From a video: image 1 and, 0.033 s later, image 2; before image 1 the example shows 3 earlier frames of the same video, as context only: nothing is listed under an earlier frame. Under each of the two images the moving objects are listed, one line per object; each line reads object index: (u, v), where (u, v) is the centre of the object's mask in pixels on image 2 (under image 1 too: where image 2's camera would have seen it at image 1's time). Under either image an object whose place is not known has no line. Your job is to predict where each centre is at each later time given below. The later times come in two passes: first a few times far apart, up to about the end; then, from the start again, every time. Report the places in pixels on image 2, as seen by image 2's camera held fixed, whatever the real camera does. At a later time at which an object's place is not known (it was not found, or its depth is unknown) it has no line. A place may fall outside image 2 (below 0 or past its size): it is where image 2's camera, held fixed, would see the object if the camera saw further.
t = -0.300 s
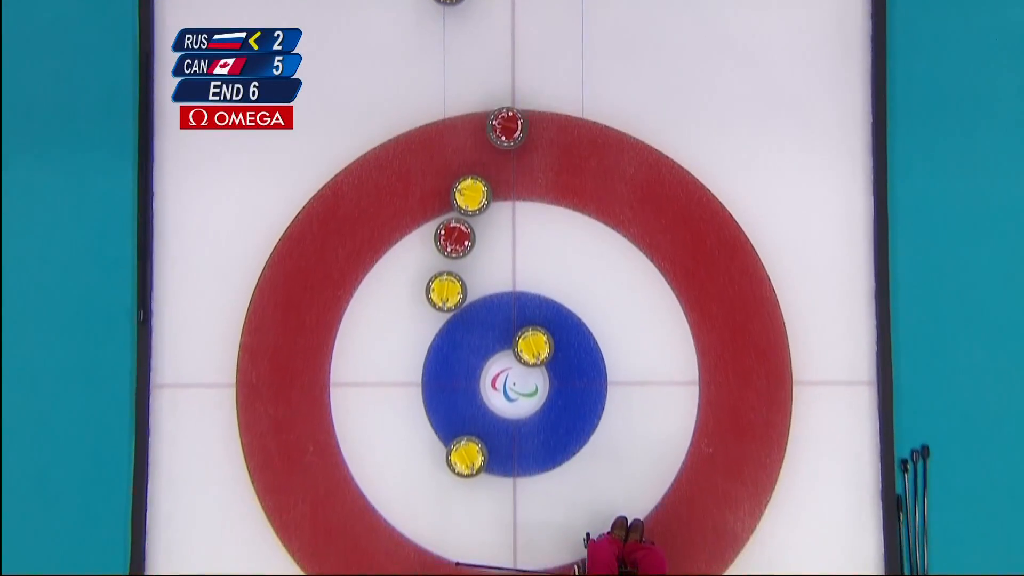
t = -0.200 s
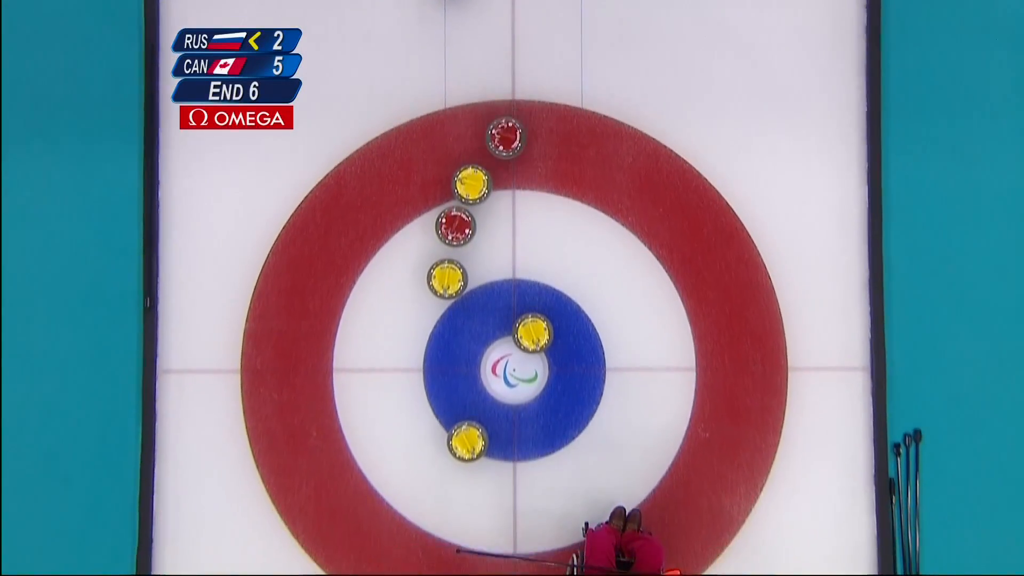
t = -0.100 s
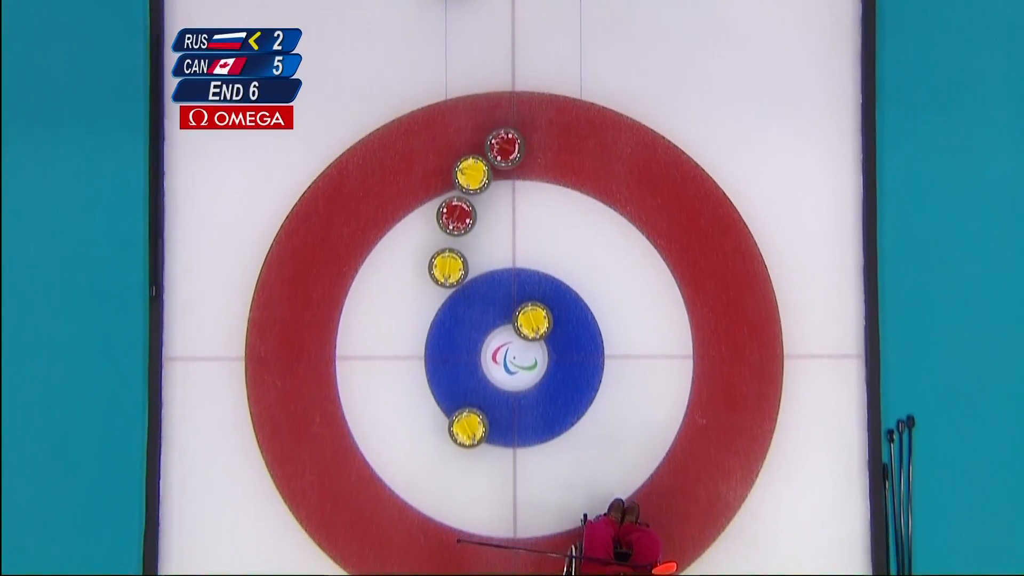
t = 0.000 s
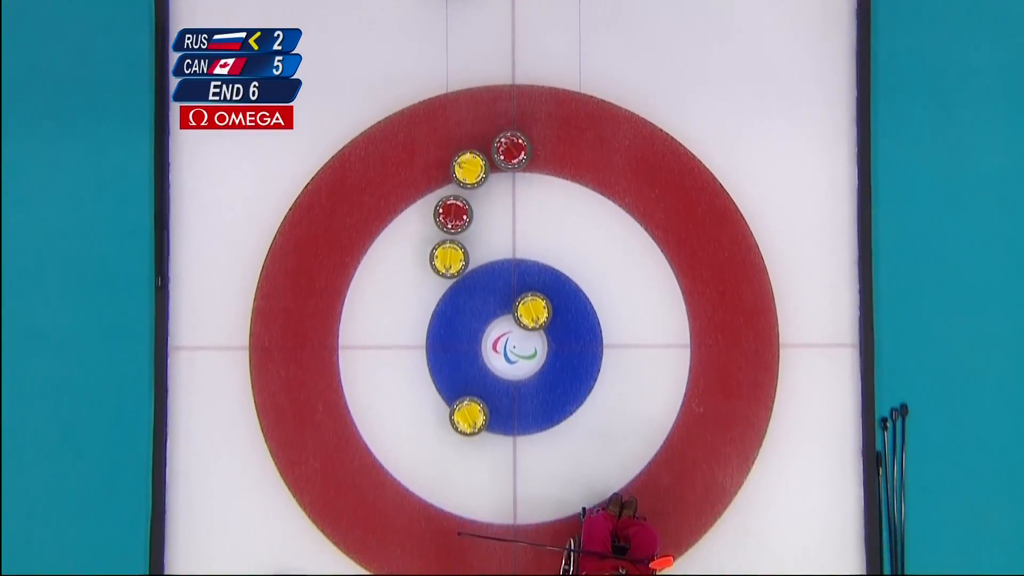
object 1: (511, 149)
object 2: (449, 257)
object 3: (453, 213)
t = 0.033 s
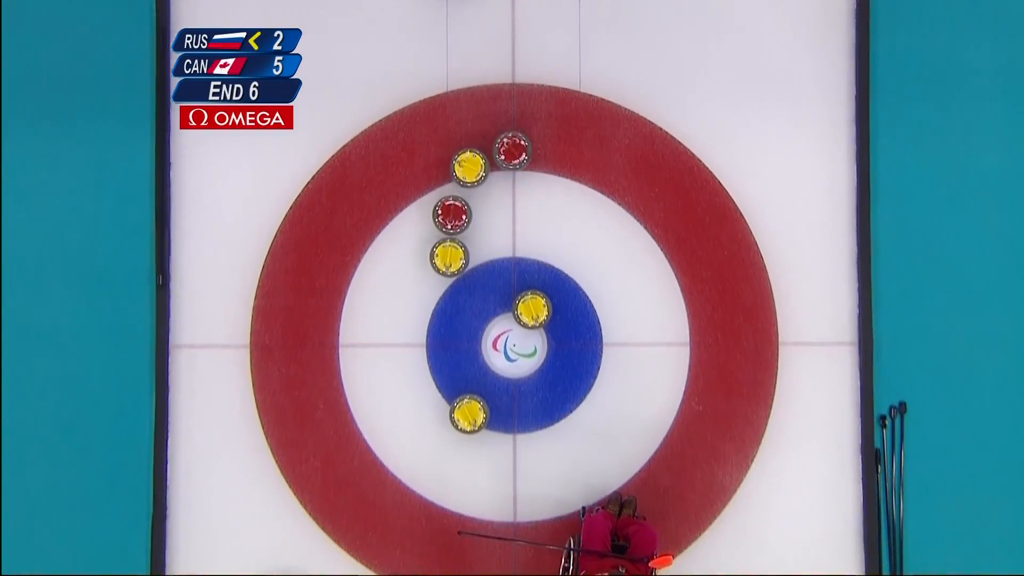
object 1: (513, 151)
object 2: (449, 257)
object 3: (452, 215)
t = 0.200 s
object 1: (525, 167)
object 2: (448, 271)
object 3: (443, 217)
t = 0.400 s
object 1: (538, 185)
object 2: (448, 286)
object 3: (435, 216)
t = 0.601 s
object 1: (551, 203)
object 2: (447, 300)
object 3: (430, 216)
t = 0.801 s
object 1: (563, 220)
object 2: (447, 312)
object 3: (426, 216)
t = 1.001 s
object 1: (575, 237)
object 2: (447, 322)
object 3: (423, 217)
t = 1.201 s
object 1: (587, 253)
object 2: (446, 331)
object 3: (421, 217)
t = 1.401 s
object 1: (598, 268)
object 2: (446, 339)
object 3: (421, 217)
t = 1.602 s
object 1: (609, 283)
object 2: (446, 345)
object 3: (421, 217)
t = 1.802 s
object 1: (619, 298)
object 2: (446, 350)
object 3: (421, 218)
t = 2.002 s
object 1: (629, 313)
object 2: (445, 353)
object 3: (421, 218)
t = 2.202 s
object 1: (639, 327)
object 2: (445, 354)
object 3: (421, 218)
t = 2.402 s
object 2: (445, 354)
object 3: (421, 217)
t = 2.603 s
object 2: (445, 354)
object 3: (421, 217)
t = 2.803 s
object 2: (445, 354)
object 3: (421, 218)
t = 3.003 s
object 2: (445, 353)
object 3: (421, 218)
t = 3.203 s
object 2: (445, 354)
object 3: (421, 218)
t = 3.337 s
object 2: (445, 353)
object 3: (421, 218)
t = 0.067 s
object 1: (516, 154)
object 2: (449, 259)
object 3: (450, 217)
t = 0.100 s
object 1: (518, 158)
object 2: (449, 263)
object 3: (447, 217)
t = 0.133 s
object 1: (520, 160)
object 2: (449, 265)
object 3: (447, 217)
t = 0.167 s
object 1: (522, 164)
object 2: (449, 268)
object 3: (445, 217)
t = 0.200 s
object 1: (525, 167)
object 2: (448, 271)
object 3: (443, 217)
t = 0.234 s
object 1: (526, 169)
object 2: (448, 273)
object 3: (442, 217)
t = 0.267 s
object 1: (528, 173)
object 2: (448, 276)
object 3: (440, 216)
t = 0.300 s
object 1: (531, 176)
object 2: (448, 279)
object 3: (439, 216)
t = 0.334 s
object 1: (533, 179)
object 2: (448, 281)
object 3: (438, 216)
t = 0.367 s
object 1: (535, 182)
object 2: (448, 284)
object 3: (437, 216)
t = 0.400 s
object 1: (538, 185)
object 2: (448, 286)
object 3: (435, 216)
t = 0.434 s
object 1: (539, 187)
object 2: (448, 288)
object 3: (435, 216)
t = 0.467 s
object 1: (542, 191)
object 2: (448, 291)
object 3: (434, 216)
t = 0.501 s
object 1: (544, 194)
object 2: (448, 293)
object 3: (432, 216)
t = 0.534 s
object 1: (546, 196)
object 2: (448, 295)
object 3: (432, 216)
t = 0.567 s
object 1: (548, 200)
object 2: (448, 297)
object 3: (431, 216)
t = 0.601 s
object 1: (551, 203)
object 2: (447, 300)
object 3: (430, 216)
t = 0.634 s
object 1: (552, 205)
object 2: (447, 301)
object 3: (429, 216)
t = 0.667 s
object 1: (554, 208)
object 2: (447, 303)
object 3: (429, 216)
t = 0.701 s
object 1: (557, 212)
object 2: (447, 306)
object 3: (428, 216)
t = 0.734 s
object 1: (558, 213)
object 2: (447, 307)
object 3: (427, 216)
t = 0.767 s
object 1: (560, 217)
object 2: (447, 309)
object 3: (427, 216)
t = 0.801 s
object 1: (563, 220)
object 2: (447, 312)
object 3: (426, 216)
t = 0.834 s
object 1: (564, 222)
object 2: (447, 312)
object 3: (426, 216)
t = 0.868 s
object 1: (566, 225)
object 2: (447, 315)
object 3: (425, 216)
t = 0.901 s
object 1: (569, 229)
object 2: (447, 317)
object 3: (425, 216)
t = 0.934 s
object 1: (570, 230)
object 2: (447, 318)
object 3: (424, 217)
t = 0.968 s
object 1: (572, 233)
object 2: (447, 320)
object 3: (424, 217)
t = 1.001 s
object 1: (575, 237)
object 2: (447, 322)
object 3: (423, 217)
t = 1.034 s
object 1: (576, 238)
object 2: (447, 323)
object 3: (423, 217)
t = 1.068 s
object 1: (578, 241)
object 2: (447, 325)
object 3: (423, 217)
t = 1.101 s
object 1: (581, 245)
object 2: (446, 326)
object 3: (422, 217)
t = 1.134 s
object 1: (582, 246)
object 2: (446, 328)
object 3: (422, 217)
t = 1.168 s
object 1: (584, 249)
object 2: (446, 329)
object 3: (422, 217)
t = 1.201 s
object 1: (587, 253)
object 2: (446, 331)
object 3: (421, 217)
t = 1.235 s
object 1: (588, 254)
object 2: (446, 332)
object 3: (421, 217)
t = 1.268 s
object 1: (590, 257)
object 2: (446, 333)
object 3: (421, 217)
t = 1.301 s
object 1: (592, 260)
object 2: (446, 335)
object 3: (421, 217)
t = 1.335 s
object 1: (593, 262)
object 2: (446, 336)
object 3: (421, 217)
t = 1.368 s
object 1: (596, 265)
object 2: (446, 337)
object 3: (421, 217)
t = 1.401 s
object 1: (598, 268)
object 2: (446, 339)
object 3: (421, 217)
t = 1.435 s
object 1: (599, 270)
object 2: (446, 339)
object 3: (421, 217)
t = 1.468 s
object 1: (601, 273)
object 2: (446, 341)
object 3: (421, 218)
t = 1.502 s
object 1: (603, 276)
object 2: (446, 342)
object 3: (421, 217)
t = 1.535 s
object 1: (604, 278)
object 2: (446, 343)
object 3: (421, 217)
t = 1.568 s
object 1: (606, 281)
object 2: (446, 344)
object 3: (421, 217)
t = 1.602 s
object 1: (609, 283)
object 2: (446, 345)
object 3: (421, 217)
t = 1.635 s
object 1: (610, 285)
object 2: (446, 345)
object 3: (421, 217)
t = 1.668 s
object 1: (612, 288)
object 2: (446, 347)
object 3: (421, 217)
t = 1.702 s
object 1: (614, 291)
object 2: (446, 348)
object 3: (421, 217)
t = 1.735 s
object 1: (615, 293)
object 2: (446, 348)
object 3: (421, 217)
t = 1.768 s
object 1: (617, 295)
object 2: (446, 349)
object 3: (421, 217)
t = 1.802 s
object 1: (619, 298)
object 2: (446, 350)
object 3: (421, 218)
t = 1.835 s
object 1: (620, 300)
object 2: (446, 350)
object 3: (421, 218)
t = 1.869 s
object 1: (622, 303)
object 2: (446, 351)
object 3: (421, 218)
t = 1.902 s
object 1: (624, 305)
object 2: (445, 351)
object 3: (421, 218)
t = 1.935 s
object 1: (625, 307)
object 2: (446, 352)
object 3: (421, 218)
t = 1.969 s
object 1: (627, 310)
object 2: (445, 353)
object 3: (421, 218)
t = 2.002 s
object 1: (629, 313)
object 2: (445, 353)
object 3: (421, 218)
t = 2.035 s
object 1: (630, 314)
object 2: (445, 353)
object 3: (421, 218)
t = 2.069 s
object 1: (632, 317)
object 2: (445, 353)
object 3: (421, 217)
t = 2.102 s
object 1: (634, 320)
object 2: (445, 353)
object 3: (421, 217)
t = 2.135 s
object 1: (635, 321)
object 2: (445, 353)
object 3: (421, 217)
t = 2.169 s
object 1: (637, 324)
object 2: (445, 354)
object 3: (421, 218)
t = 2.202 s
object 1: (639, 327)
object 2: (445, 354)
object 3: (421, 218)
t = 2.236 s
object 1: (640, 328)
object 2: (445, 353)
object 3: (421, 218)
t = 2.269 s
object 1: (641, 331)
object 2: (445, 353)
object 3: (421, 217)
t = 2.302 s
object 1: (643, 333)
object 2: (445, 353)
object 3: (421, 217)
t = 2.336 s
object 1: (644, 335)
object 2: (445, 354)
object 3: (421, 217)
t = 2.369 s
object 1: (646, 338)
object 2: (445, 354)
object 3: (421, 217)
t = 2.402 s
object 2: (445, 354)
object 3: (421, 217)
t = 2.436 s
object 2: (445, 353)
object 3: (421, 217)
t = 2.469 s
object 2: (445, 354)
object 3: (421, 217)
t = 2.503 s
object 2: (445, 354)
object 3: (421, 217)
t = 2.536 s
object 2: (445, 354)
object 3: (421, 217)
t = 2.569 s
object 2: (445, 354)
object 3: (421, 217)
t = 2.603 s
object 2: (445, 354)
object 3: (421, 217)
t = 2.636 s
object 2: (445, 353)
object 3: (421, 217)
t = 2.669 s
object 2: (445, 353)
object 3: (421, 217)
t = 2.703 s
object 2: (445, 353)
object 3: (421, 217)
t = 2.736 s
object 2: (445, 354)
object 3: (421, 217)
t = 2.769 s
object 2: (445, 354)
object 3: (421, 217)
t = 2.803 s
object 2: (445, 354)
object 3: (421, 218)
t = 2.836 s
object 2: (445, 354)
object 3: (421, 218)
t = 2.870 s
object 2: (445, 354)
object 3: (421, 217)
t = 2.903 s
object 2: (445, 354)
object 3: (421, 218)
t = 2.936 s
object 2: (445, 354)
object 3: (421, 218)
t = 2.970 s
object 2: (445, 353)
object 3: (421, 217)
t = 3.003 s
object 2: (445, 353)
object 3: (421, 218)
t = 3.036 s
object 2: (445, 354)
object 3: (421, 217)
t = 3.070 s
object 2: (445, 354)
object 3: (421, 218)
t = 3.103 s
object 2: (445, 354)
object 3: (421, 218)
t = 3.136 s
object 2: (445, 354)
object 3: (421, 217)
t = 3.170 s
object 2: (445, 354)
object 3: (421, 218)
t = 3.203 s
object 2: (445, 354)
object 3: (421, 218)
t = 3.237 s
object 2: (445, 354)
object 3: (421, 218)
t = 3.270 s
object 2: (445, 354)
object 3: (421, 218)
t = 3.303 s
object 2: (445, 353)
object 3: (421, 217)
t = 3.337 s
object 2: (445, 353)
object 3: (421, 218)
